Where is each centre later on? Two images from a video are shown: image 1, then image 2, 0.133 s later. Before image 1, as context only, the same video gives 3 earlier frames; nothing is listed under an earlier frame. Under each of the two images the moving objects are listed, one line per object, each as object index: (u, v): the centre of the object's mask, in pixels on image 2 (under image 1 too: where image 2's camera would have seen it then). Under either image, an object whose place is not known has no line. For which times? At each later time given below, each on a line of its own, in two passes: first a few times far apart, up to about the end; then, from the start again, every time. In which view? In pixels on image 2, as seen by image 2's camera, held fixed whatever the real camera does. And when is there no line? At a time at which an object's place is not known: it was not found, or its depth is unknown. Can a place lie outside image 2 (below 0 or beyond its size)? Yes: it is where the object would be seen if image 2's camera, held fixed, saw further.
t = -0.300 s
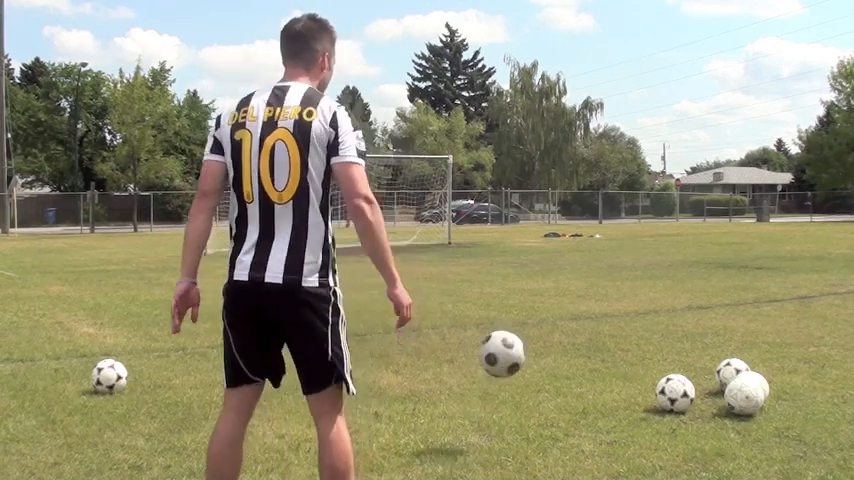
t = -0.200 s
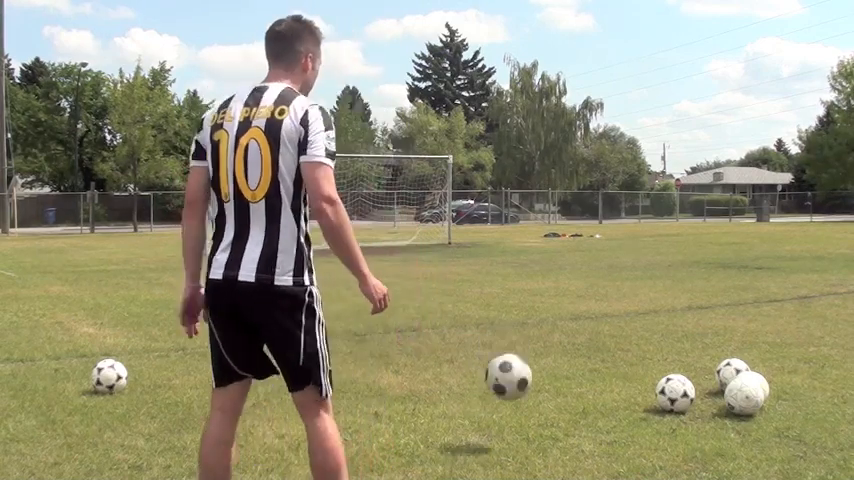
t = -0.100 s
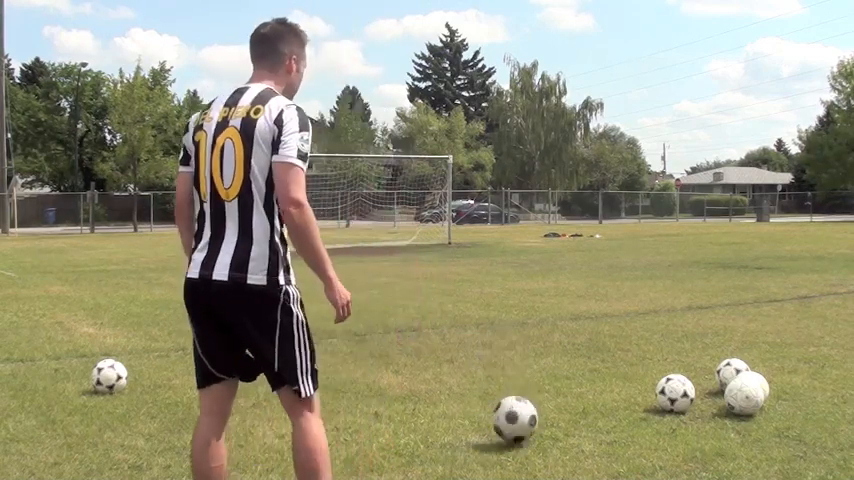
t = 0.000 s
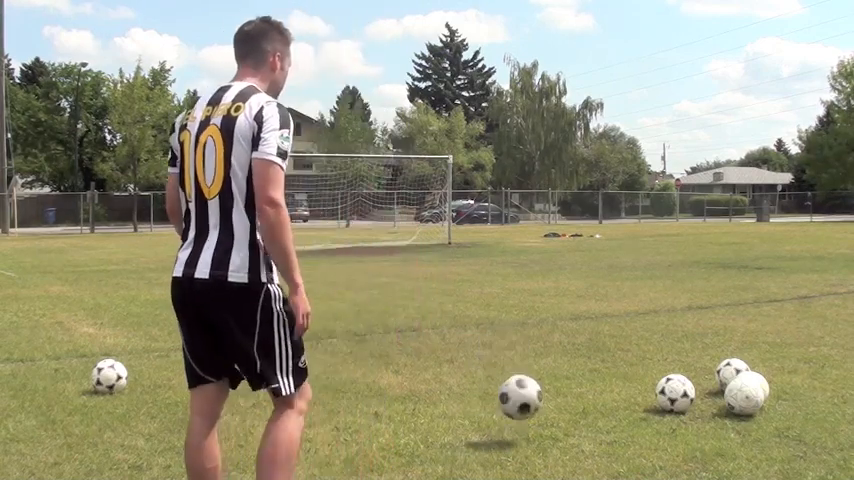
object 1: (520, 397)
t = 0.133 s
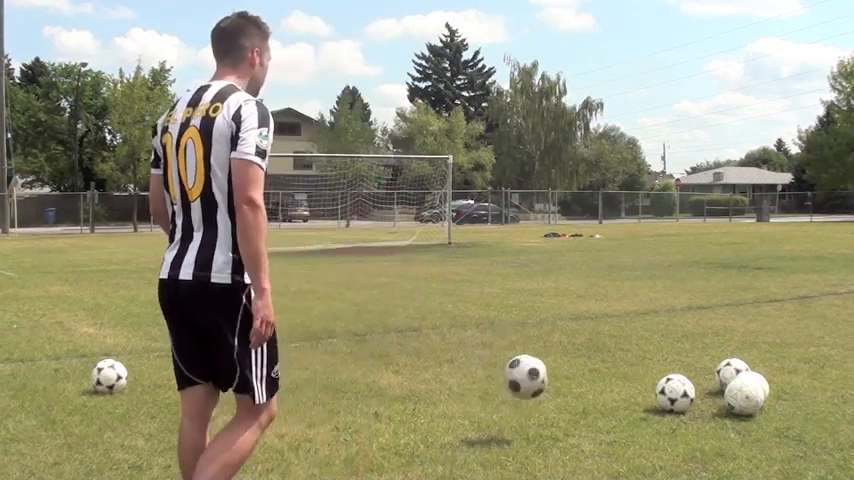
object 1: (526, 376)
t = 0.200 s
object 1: (528, 378)
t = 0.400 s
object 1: (537, 403)
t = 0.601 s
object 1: (547, 400)
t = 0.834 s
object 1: (555, 401)
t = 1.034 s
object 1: (563, 398)
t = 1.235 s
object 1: (569, 394)
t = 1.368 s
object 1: (573, 392)
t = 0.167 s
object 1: (527, 376)
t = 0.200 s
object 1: (528, 378)
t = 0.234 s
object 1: (530, 383)
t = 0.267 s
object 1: (531, 389)
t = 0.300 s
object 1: (533, 398)
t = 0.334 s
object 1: (533, 408)
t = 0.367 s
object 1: (535, 410)
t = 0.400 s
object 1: (537, 403)
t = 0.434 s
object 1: (539, 398)
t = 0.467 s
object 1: (540, 394)
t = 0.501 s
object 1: (542, 392)
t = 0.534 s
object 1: (544, 392)
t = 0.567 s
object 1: (545, 394)
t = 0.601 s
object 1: (547, 400)
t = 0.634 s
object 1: (548, 405)
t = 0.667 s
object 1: (549, 404)
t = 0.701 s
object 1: (551, 400)
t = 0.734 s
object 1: (552, 398)
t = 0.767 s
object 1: (553, 399)
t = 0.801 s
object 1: (554, 399)
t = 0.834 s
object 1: (555, 401)
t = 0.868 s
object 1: (557, 399)
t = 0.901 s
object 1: (558, 398)
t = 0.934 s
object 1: (559, 399)
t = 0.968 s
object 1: (560, 399)
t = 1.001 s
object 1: (561, 398)
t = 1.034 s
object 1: (563, 398)
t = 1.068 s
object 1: (564, 397)
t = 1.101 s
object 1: (565, 396)
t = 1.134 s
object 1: (566, 396)
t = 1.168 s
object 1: (567, 395)
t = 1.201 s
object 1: (568, 395)
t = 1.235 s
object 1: (569, 394)
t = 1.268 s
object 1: (571, 393)
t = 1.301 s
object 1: (571, 393)
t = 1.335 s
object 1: (572, 392)
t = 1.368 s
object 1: (573, 392)
